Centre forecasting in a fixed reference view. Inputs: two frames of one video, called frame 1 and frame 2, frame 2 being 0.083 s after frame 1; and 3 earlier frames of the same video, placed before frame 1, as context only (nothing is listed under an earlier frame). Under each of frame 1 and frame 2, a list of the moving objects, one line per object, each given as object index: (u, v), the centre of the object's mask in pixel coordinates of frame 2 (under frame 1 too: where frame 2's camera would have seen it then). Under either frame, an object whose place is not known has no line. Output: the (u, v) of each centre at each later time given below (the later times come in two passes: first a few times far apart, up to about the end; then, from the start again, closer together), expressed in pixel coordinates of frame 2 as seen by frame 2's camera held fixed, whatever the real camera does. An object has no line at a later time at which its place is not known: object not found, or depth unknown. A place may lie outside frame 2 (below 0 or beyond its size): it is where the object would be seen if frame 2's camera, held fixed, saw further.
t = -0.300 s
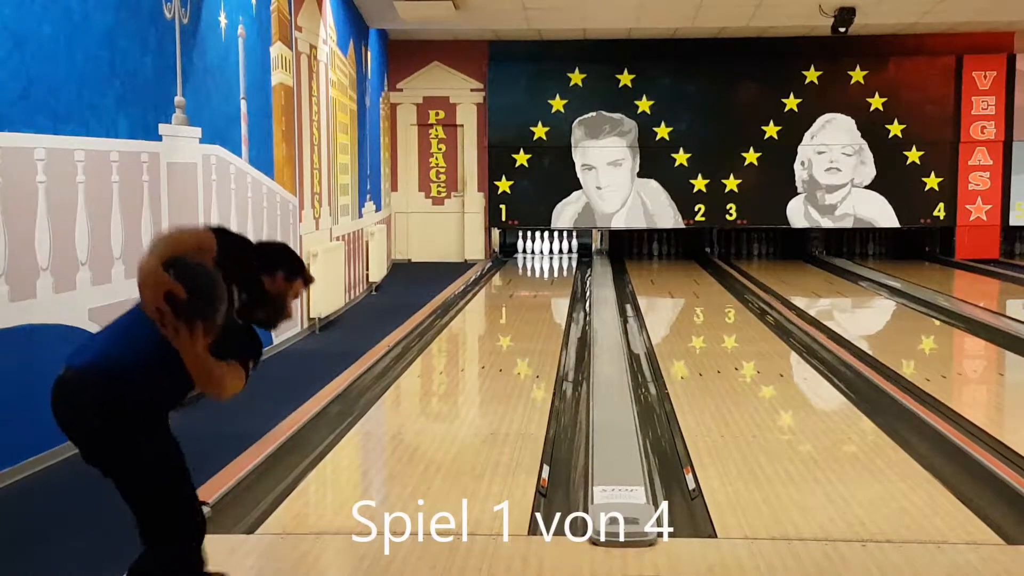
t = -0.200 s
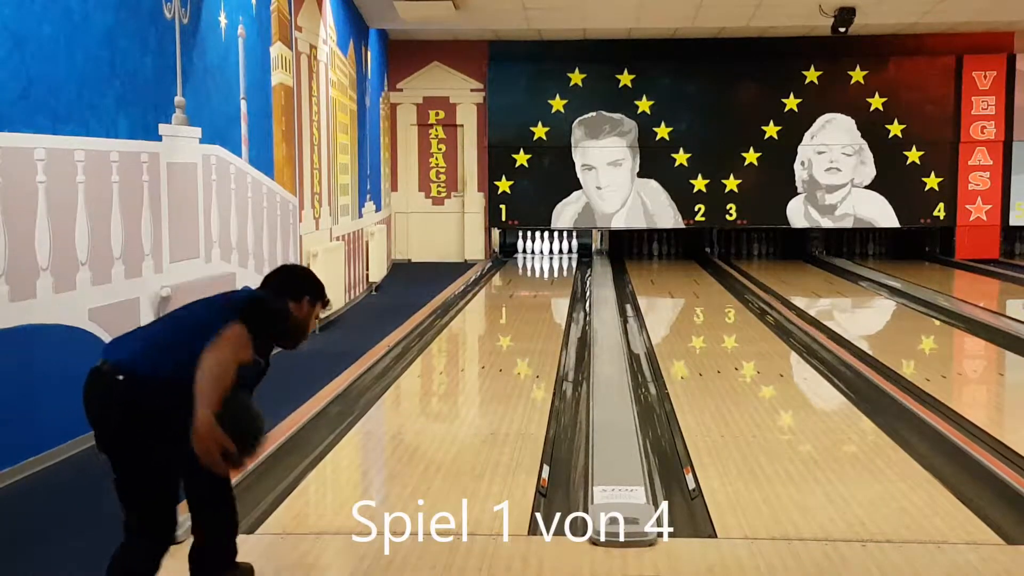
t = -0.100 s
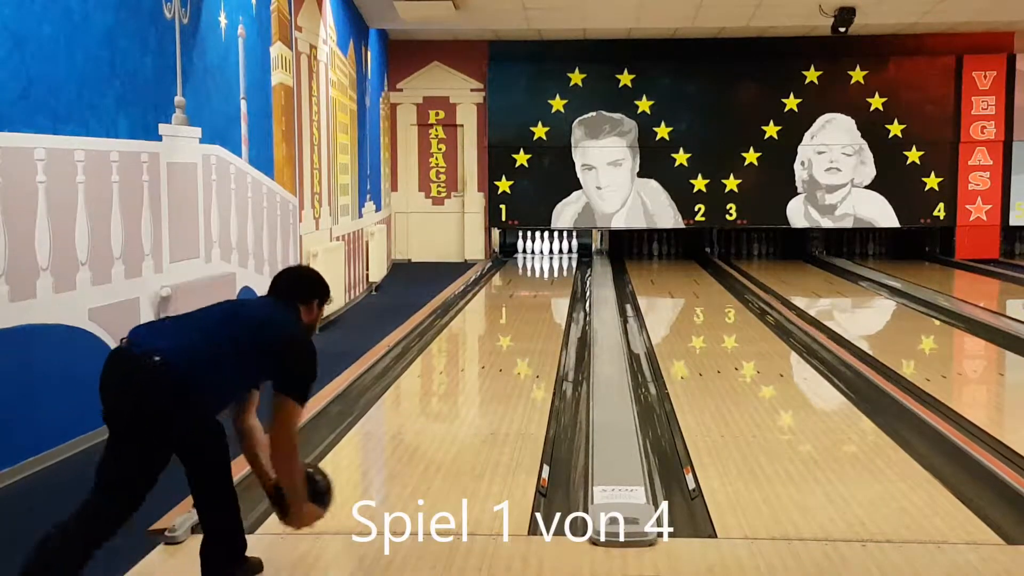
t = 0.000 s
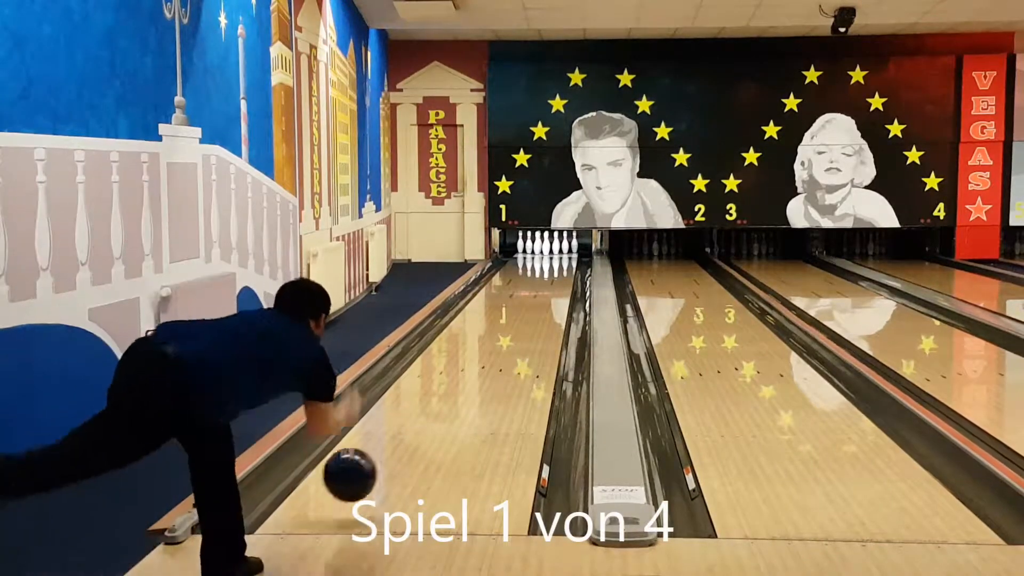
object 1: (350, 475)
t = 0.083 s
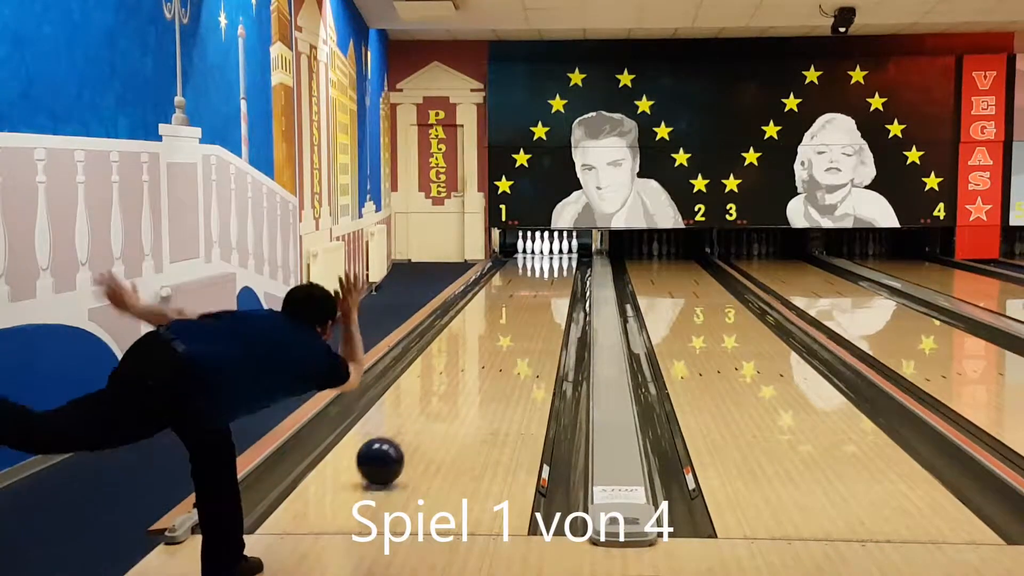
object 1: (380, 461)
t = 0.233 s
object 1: (421, 418)
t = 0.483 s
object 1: (467, 369)
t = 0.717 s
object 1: (495, 337)
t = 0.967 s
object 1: (516, 314)
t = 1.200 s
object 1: (530, 296)
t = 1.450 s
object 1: (542, 282)
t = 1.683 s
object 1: (549, 272)
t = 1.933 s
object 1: (554, 263)
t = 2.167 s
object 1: (553, 257)
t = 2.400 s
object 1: (548, 251)
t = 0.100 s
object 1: (386, 455)
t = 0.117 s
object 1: (390, 449)
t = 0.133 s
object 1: (395, 443)
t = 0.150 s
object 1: (400, 439)
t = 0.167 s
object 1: (404, 435)
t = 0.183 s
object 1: (409, 432)
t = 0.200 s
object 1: (413, 427)
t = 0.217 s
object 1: (417, 423)
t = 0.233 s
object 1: (421, 418)
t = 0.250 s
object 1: (425, 414)
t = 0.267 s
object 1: (428, 410)
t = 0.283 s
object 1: (432, 407)
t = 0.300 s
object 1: (435, 403)
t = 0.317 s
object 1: (439, 399)
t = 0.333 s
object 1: (442, 396)
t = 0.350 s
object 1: (445, 392)
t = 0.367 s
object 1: (448, 389)
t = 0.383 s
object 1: (451, 386)
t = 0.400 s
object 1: (454, 383)
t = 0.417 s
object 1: (456, 380)
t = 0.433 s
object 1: (459, 377)
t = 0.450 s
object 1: (461, 374)
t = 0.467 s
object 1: (464, 371)
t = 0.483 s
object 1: (467, 369)
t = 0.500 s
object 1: (469, 366)
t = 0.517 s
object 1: (471, 363)
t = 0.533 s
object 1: (474, 361)
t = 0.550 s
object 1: (476, 358)
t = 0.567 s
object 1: (478, 356)
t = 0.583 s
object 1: (480, 354)
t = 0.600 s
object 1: (482, 352)
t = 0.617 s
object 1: (484, 350)
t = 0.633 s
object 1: (486, 347)
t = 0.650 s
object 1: (488, 345)
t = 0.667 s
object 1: (490, 343)
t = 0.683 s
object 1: (491, 341)
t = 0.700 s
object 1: (493, 339)
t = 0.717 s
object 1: (495, 337)
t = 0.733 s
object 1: (496, 335)
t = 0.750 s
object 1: (498, 334)
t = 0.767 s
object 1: (499, 332)
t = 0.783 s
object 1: (501, 330)
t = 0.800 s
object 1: (502, 329)
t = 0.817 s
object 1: (504, 327)
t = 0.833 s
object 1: (505, 325)
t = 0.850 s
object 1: (507, 324)
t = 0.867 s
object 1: (508, 322)
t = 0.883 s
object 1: (509, 321)
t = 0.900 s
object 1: (511, 319)
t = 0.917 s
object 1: (512, 318)
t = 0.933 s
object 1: (513, 316)
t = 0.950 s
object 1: (514, 315)
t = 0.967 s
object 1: (516, 314)
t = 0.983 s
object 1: (517, 312)
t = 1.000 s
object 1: (518, 311)
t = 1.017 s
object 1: (519, 310)
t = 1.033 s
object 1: (520, 308)
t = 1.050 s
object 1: (521, 307)
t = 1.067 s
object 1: (522, 306)
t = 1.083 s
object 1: (523, 305)
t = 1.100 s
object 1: (524, 303)
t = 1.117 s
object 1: (525, 302)
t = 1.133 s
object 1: (526, 301)
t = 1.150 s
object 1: (527, 300)
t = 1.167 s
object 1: (528, 299)
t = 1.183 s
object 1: (529, 297)
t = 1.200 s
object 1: (530, 296)
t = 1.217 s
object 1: (531, 295)
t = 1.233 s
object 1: (532, 294)
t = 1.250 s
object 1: (533, 293)
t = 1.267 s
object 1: (534, 293)
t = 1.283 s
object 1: (534, 292)
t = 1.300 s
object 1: (535, 291)
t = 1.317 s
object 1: (536, 289)
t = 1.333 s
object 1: (536, 289)
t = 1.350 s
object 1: (537, 287)
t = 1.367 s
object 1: (538, 287)
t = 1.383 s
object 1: (539, 286)
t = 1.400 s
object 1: (539, 285)
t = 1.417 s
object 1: (540, 284)
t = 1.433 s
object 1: (541, 283)
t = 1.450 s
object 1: (542, 282)
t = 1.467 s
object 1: (542, 282)
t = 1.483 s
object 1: (543, 281)
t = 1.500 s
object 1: (544, 280)
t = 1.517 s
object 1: (544, 279)
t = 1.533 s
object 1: (545, 279)
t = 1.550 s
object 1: (545, 278)
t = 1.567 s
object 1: (546, 277)
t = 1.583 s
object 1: (546, 276)
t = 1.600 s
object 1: (547, 276)
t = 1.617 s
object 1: (547, 275)
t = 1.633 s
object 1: (548, 274)
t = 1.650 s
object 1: (549, 273)
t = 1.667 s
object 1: (549, 273)
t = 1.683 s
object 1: (549, 272)
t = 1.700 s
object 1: (550, 271)
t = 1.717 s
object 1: (551, 271)
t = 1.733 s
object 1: (551, 270)
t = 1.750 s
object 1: (551, 269)
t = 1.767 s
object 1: (552, 269)
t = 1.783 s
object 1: (552, 268)
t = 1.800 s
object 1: (552, 267)
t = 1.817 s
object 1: (552, 267)
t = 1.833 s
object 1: (553, 266)
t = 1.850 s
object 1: (553, 265)
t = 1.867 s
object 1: (553, 265)
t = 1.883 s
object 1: (553, 264)
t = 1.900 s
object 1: (553, 264)
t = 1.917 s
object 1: (554, 263)
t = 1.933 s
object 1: (554, 263)
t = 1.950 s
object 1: (554, 262)
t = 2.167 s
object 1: (553, 257)
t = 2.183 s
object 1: (553, 256)
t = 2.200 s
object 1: (552, 255)
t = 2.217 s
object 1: (552, 255)
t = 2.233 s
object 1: (552, 255)
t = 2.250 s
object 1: (552, 254)
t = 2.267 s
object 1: (551, 254)
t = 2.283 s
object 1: (551, 253)
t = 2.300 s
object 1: (551, 253)
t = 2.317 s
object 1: (550, 253)
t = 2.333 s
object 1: (550, 252)
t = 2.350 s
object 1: (549, 252)
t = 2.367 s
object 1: (549, 251)
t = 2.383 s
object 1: (548, 251)
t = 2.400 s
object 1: (548, 251)
